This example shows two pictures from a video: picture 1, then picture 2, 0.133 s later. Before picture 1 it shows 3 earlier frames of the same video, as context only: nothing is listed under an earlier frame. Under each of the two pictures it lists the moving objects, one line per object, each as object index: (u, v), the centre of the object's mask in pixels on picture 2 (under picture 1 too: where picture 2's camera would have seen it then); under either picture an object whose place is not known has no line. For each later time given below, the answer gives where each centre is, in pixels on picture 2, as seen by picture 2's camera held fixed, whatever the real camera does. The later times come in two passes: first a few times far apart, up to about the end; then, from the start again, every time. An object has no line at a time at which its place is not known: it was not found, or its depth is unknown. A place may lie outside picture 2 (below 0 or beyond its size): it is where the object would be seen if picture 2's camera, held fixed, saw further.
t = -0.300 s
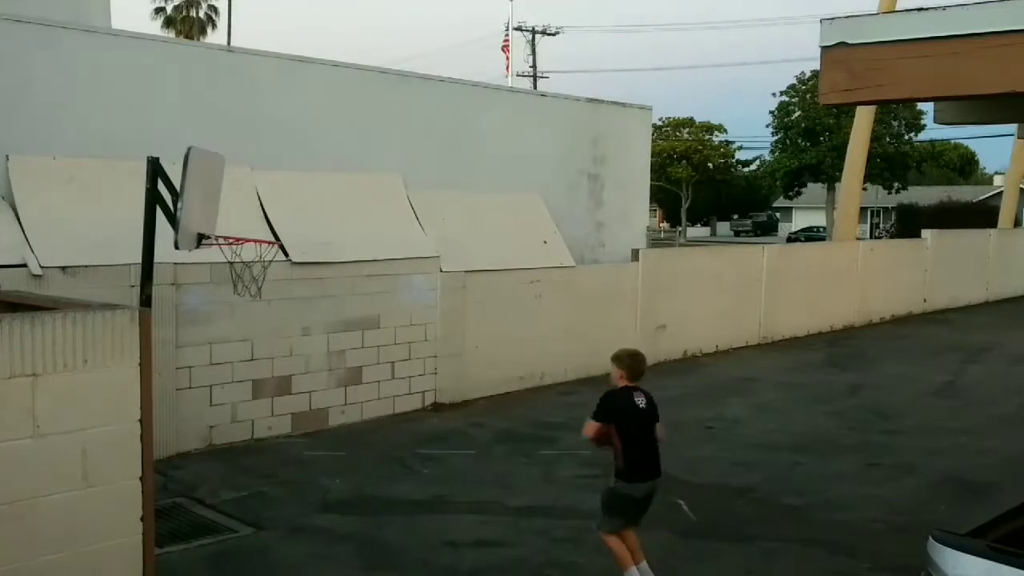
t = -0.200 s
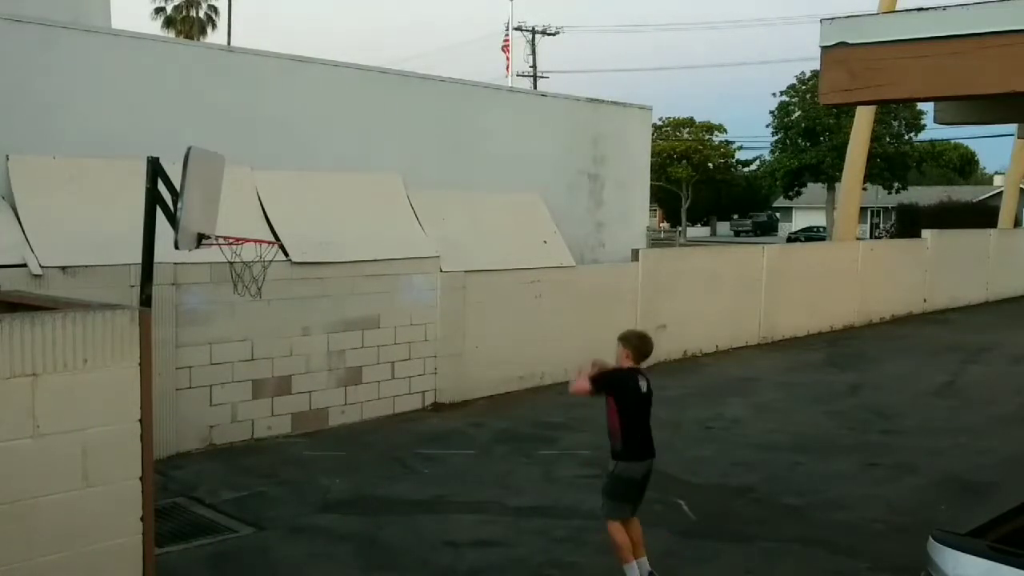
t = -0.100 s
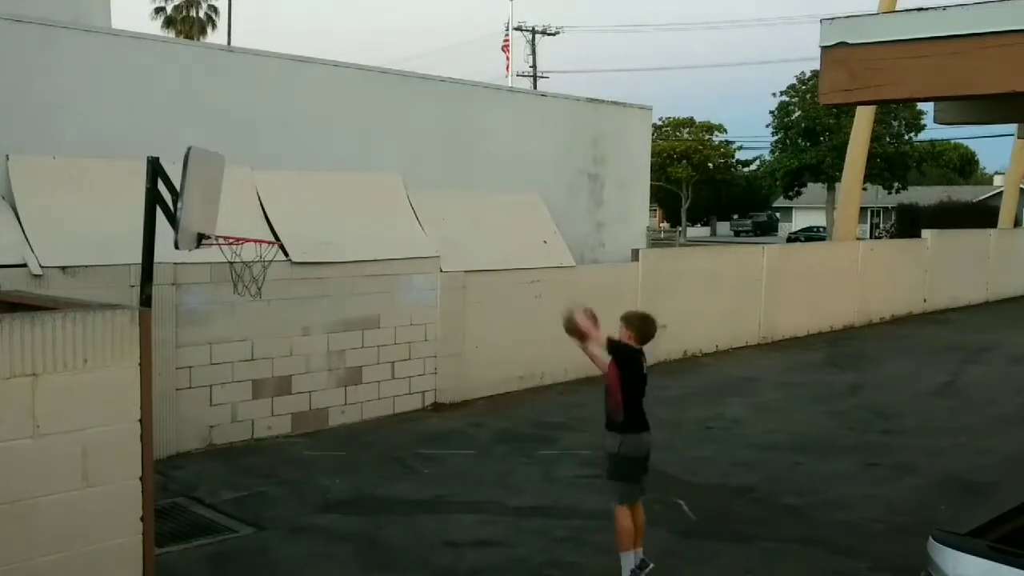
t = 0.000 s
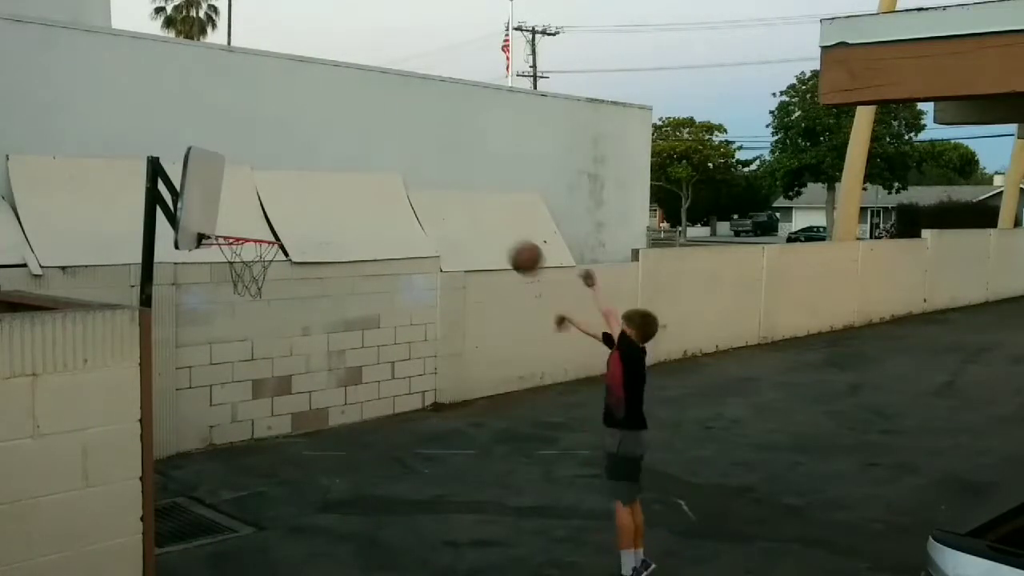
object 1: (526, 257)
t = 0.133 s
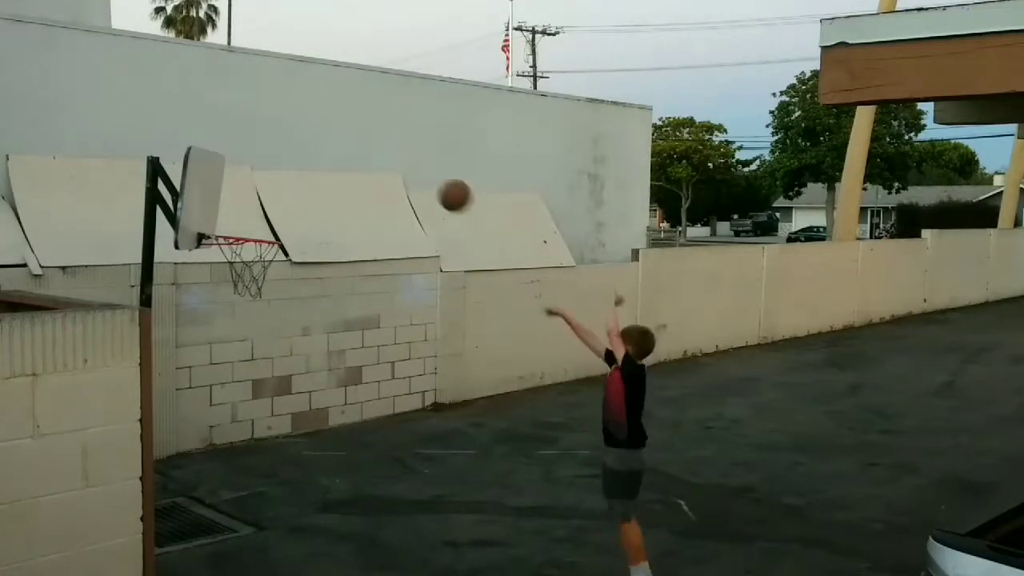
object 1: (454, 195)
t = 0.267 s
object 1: (389, 162)
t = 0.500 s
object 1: (285, 166)
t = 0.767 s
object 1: (225, 218)
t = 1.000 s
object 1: (236, 226)
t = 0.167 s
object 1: (438, 184)
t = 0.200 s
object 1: (421, 175)
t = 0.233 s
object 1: (405, 168)
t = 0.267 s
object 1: (389, 162)
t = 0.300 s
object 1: (373, 158)
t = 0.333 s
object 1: (358, 156)
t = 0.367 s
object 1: (344, 155)
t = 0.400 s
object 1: (328, 156)
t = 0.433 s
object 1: (313, 158)
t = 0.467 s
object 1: (299, 161)
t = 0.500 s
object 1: (285, 166)
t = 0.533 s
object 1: (272, 172)
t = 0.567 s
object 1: (258, 179)
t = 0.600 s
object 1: (245, 188)
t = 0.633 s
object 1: (232, 198)
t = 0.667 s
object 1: (220, 210)
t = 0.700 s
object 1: (221, 222)
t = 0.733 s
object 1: (224, 222)
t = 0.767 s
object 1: (225, 218)
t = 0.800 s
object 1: (226, 215)
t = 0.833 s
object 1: (227, 214)
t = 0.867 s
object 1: (229, 213)
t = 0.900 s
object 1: (230, 215)
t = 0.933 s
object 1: (232, 217)
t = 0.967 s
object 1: (234, 221)
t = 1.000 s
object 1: (236, 226)
